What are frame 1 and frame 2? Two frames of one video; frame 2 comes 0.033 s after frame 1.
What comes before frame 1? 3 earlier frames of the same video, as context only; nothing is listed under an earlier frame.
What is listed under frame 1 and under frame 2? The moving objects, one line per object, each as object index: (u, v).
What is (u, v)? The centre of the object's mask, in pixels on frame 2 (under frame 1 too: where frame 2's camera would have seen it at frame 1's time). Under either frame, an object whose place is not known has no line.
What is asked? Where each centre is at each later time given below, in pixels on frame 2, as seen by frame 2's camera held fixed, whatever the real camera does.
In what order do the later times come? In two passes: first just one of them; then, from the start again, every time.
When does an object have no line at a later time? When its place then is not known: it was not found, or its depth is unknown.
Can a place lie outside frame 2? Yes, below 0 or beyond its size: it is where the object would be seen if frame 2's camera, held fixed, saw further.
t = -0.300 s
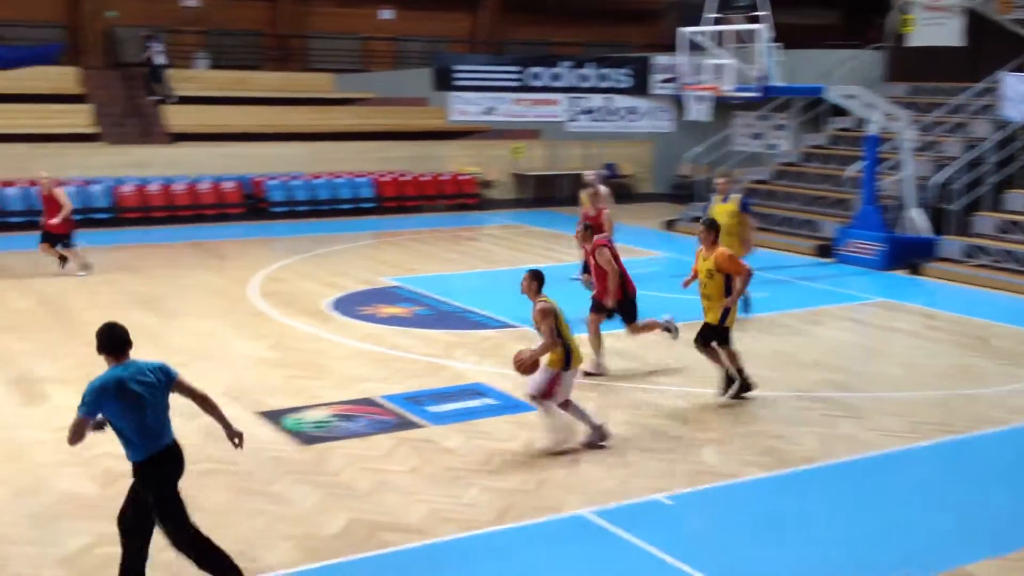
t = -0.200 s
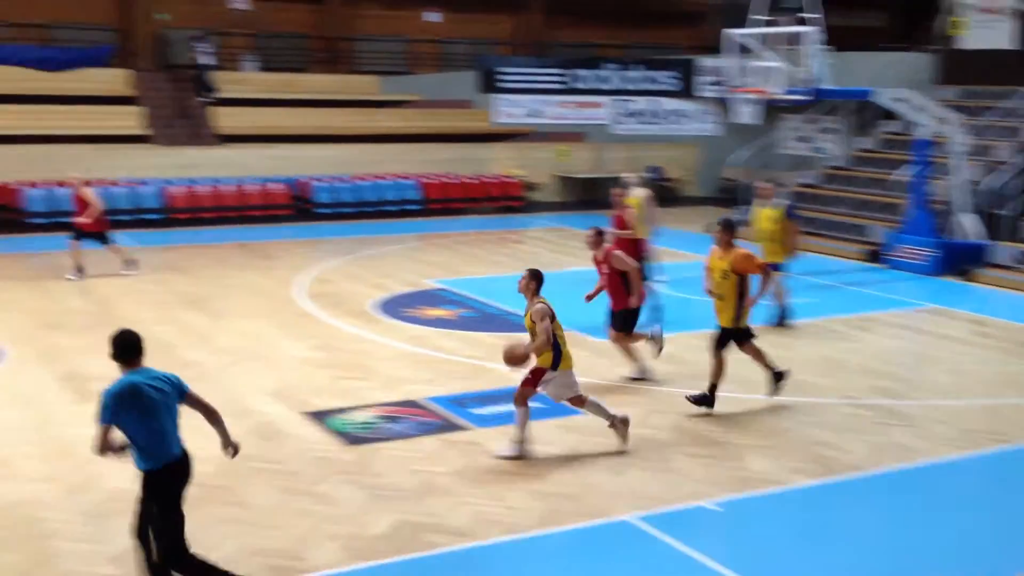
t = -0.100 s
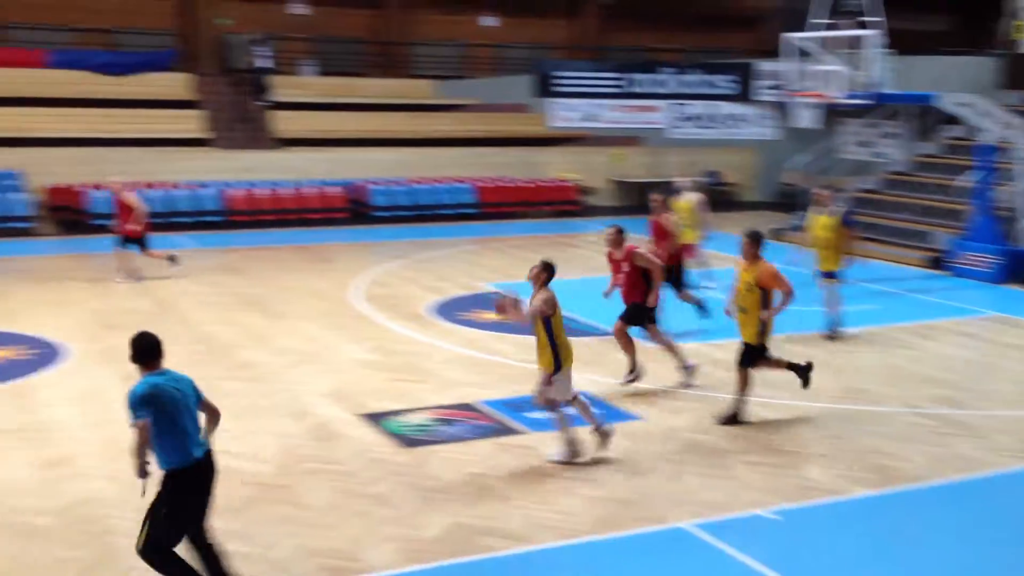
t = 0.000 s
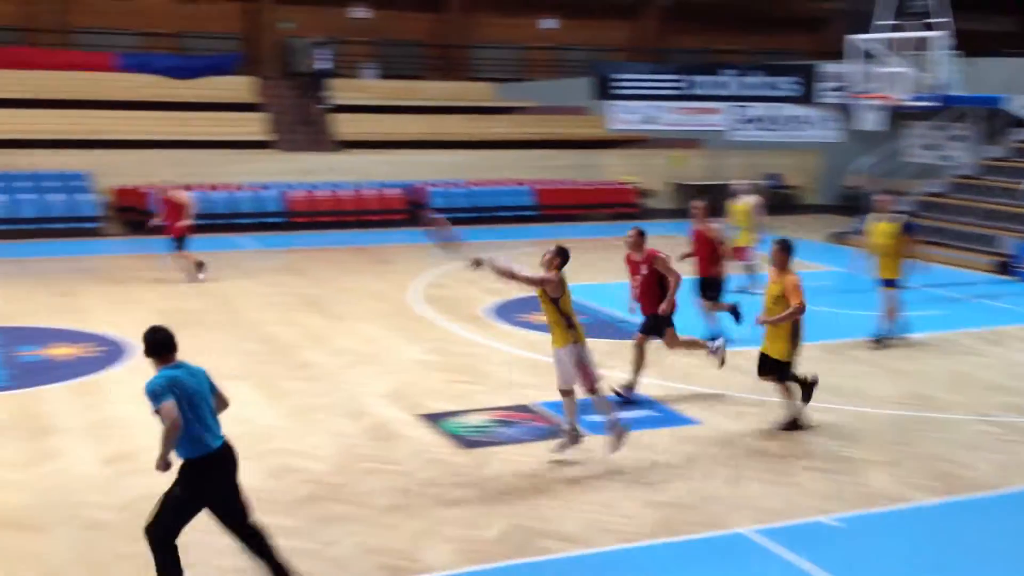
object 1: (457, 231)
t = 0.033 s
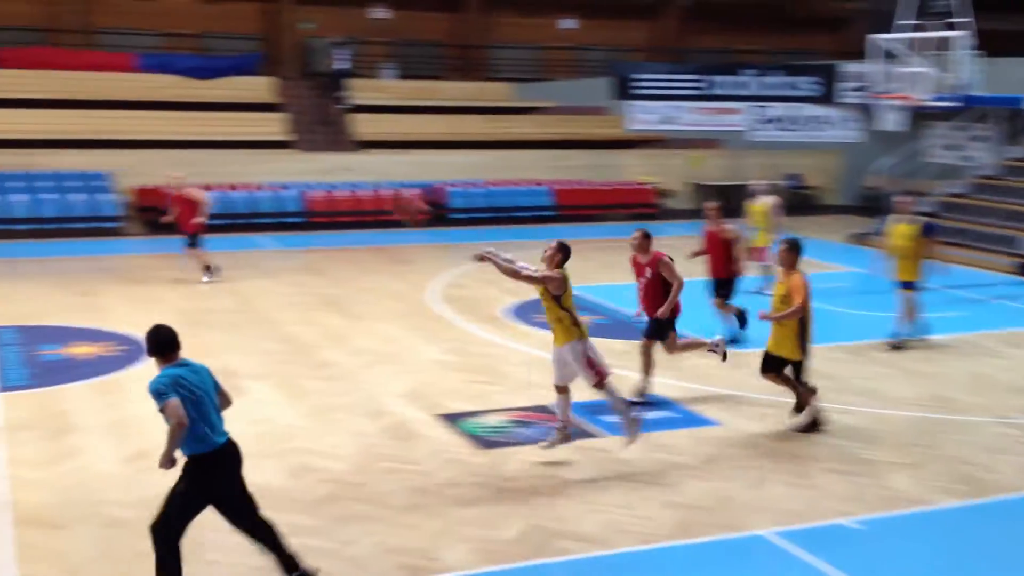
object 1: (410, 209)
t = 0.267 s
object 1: (39, 58)
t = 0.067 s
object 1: (351, 181)
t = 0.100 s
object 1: (303, 160)
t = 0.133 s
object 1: (246, 141)
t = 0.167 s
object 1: (194, 118)
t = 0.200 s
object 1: (144, 99)
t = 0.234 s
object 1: (91, 76)
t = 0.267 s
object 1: (39, 58)
